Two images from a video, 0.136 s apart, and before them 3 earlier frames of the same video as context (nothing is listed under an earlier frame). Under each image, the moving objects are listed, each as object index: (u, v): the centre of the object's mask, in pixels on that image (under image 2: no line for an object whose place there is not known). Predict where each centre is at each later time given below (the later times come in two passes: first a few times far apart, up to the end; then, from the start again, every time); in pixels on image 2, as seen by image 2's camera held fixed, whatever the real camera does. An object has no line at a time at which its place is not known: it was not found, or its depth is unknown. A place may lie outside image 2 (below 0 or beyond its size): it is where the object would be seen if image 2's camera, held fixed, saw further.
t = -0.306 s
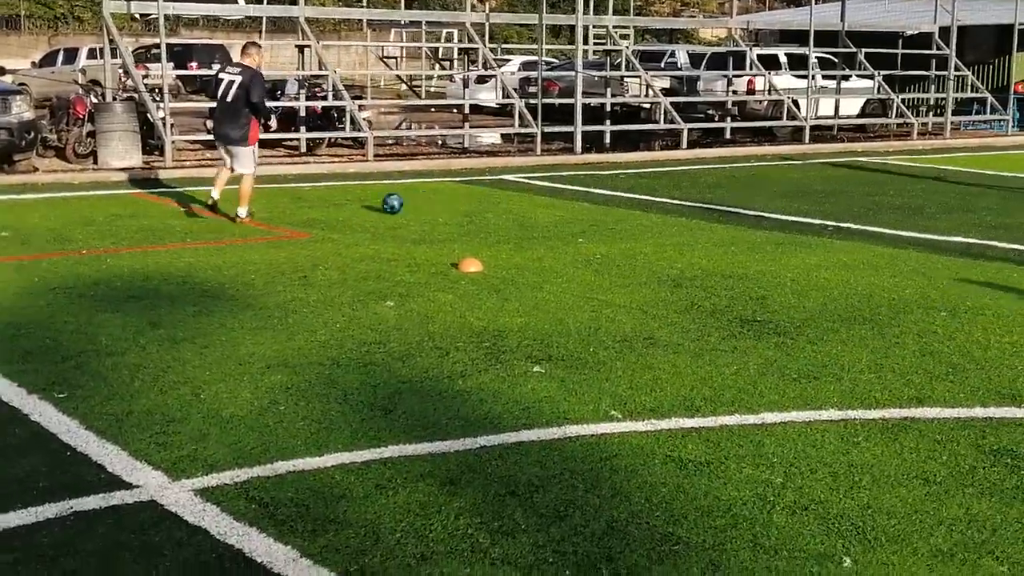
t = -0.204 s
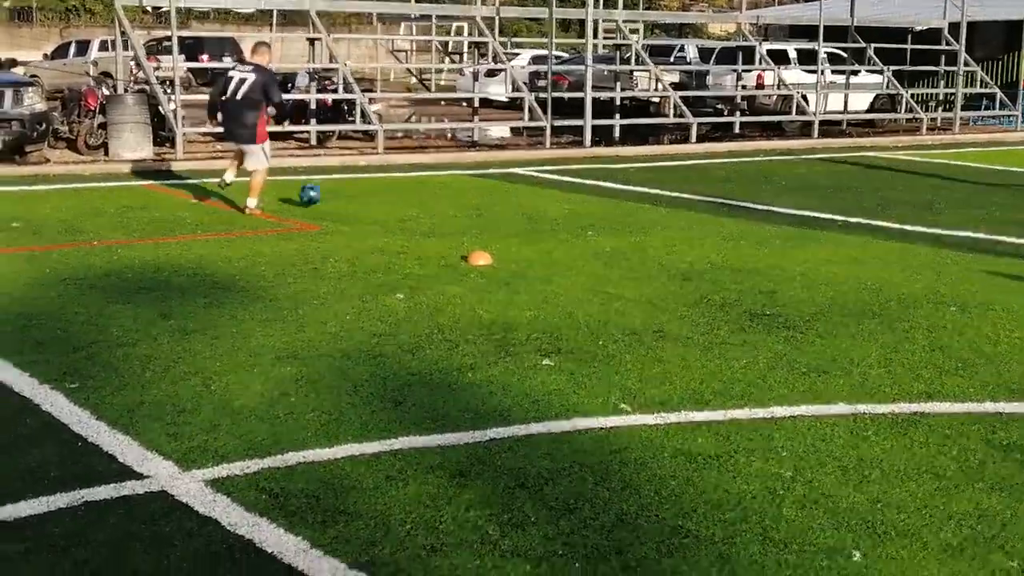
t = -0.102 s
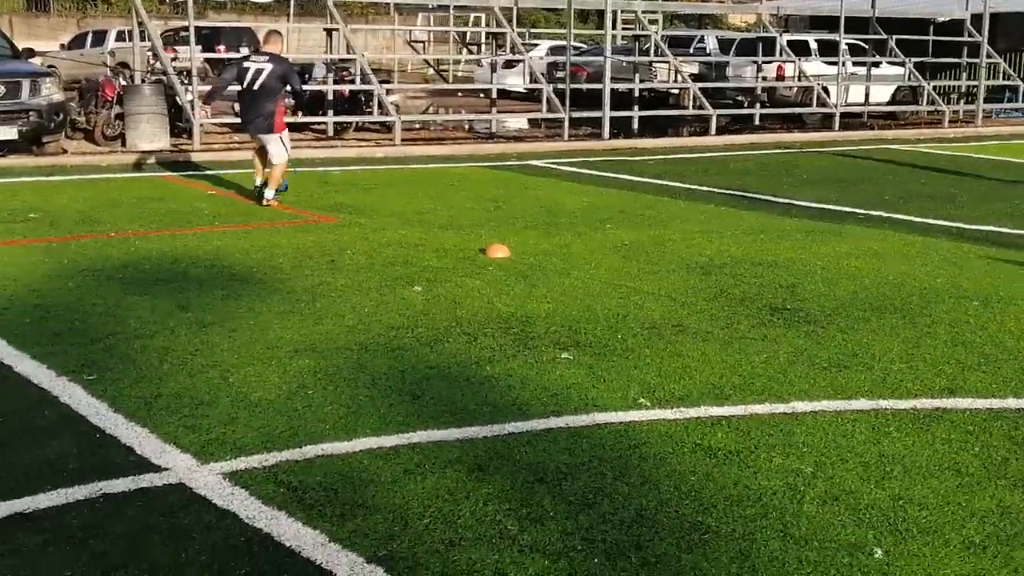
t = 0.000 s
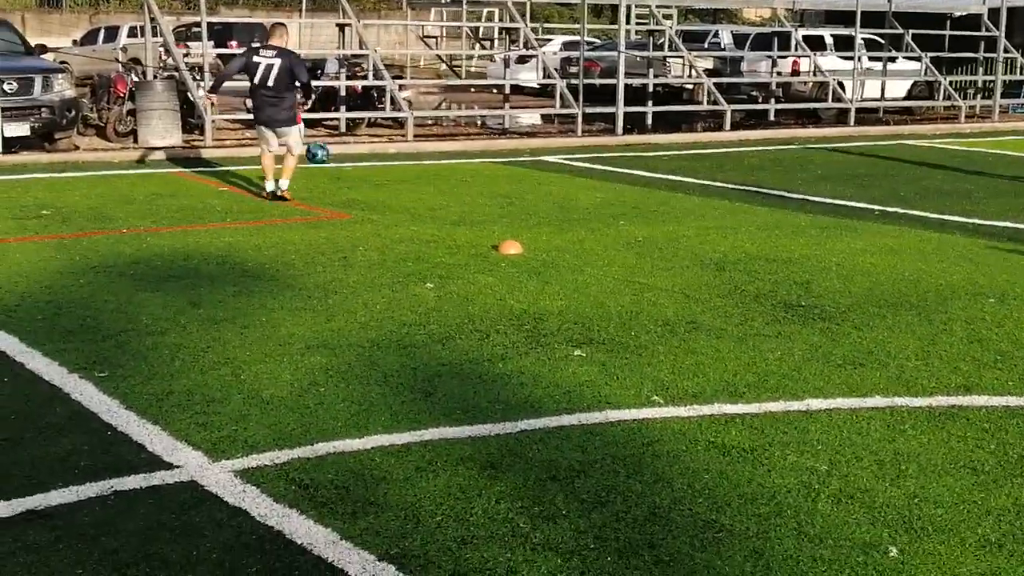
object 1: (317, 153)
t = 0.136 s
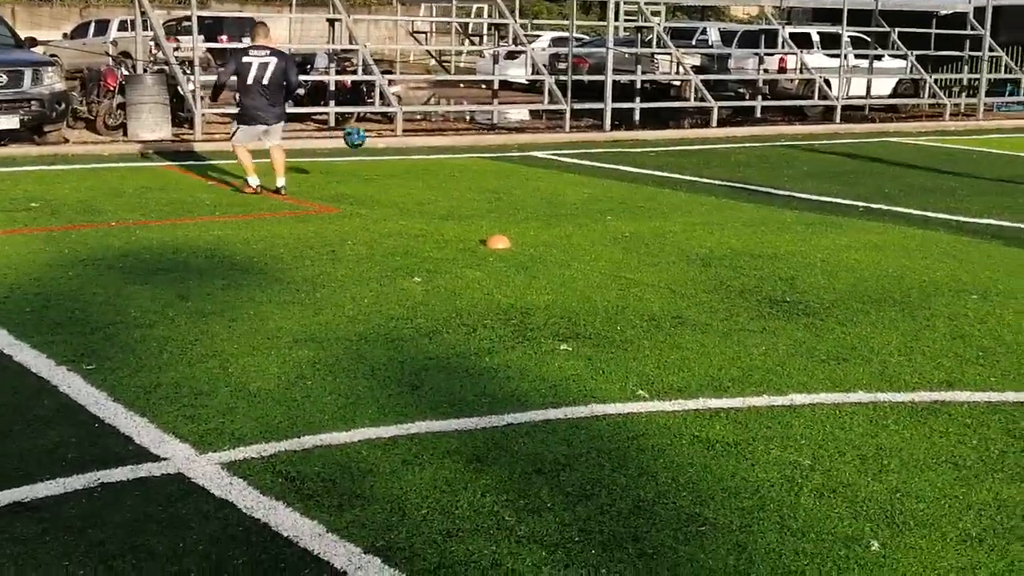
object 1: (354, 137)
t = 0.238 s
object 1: (389, 142)
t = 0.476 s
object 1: (464, 175)
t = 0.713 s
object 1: (527, 161)
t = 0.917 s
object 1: (581, 180)
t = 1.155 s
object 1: (642, 179)
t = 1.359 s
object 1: (692, 181)
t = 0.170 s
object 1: (366, 138)
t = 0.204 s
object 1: (378, 139)
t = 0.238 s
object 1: (389, 142)
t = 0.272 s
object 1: (400, 146)
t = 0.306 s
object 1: (412, 151)
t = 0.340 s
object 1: (422, 158)
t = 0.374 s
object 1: (433, 165)
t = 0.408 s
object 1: (444, 173)
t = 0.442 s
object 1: (454, 181)
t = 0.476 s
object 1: (464, 175)
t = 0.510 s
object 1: (473, 169)
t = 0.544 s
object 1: (483, 165)
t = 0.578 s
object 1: (492, 162)
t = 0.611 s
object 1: (500, 159)
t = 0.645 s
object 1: (509, 158)
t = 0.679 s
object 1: (518, 159)
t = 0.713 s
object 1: (527, 161)
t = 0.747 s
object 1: (536, 163)
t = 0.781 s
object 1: (545, 166)
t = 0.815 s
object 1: (554, 171)
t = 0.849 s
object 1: (563, 176)
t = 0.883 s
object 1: (572, 183)
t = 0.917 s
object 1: (581, 180)
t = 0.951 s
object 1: (590, 178)
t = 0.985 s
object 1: (598, 174)
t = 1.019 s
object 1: (607, 173)
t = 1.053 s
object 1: (615, 172)
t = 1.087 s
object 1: (625, 174)
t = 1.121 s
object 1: (633, 175)
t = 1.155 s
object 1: (642, 179)
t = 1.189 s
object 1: (649, 183)
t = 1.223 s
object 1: (658, 183)
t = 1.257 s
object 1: (668, 181)
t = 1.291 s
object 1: (675, 180)
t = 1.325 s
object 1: (684, 180)
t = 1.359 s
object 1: (692, 181)
